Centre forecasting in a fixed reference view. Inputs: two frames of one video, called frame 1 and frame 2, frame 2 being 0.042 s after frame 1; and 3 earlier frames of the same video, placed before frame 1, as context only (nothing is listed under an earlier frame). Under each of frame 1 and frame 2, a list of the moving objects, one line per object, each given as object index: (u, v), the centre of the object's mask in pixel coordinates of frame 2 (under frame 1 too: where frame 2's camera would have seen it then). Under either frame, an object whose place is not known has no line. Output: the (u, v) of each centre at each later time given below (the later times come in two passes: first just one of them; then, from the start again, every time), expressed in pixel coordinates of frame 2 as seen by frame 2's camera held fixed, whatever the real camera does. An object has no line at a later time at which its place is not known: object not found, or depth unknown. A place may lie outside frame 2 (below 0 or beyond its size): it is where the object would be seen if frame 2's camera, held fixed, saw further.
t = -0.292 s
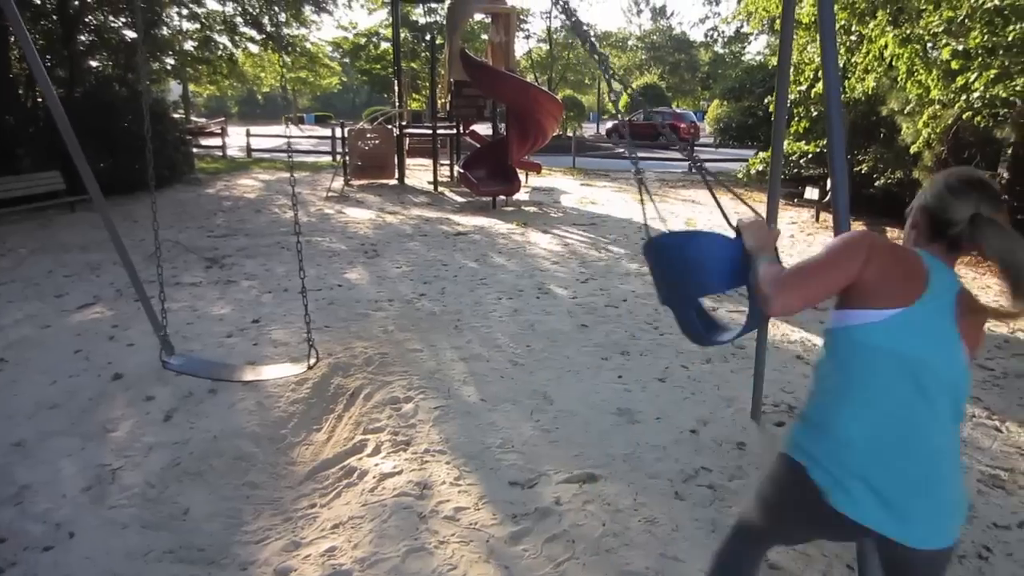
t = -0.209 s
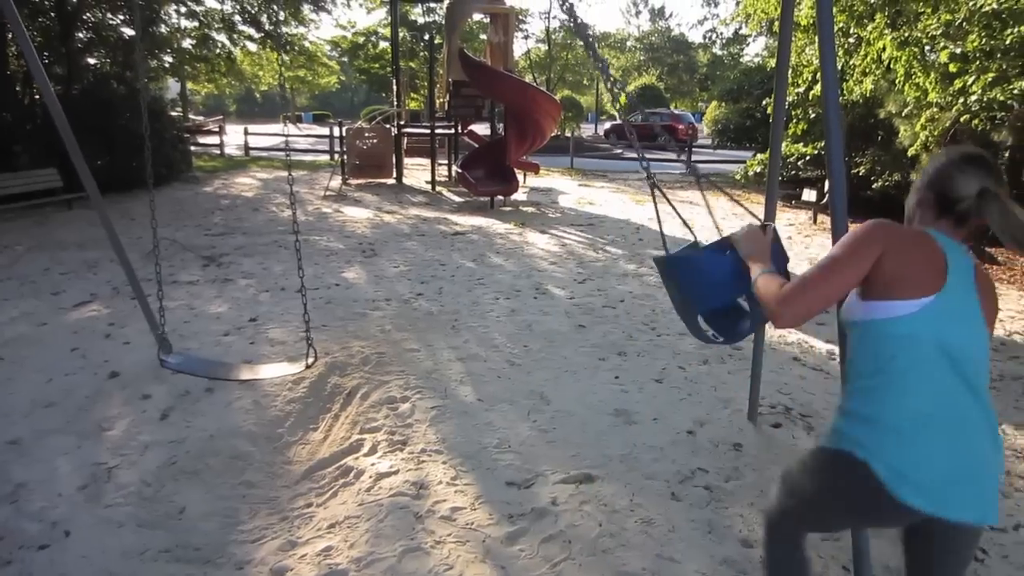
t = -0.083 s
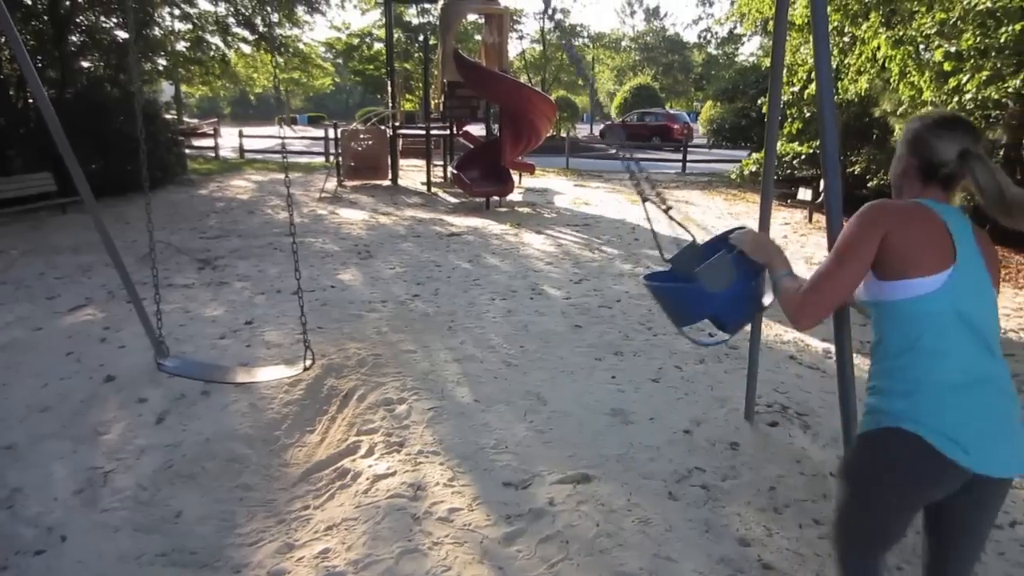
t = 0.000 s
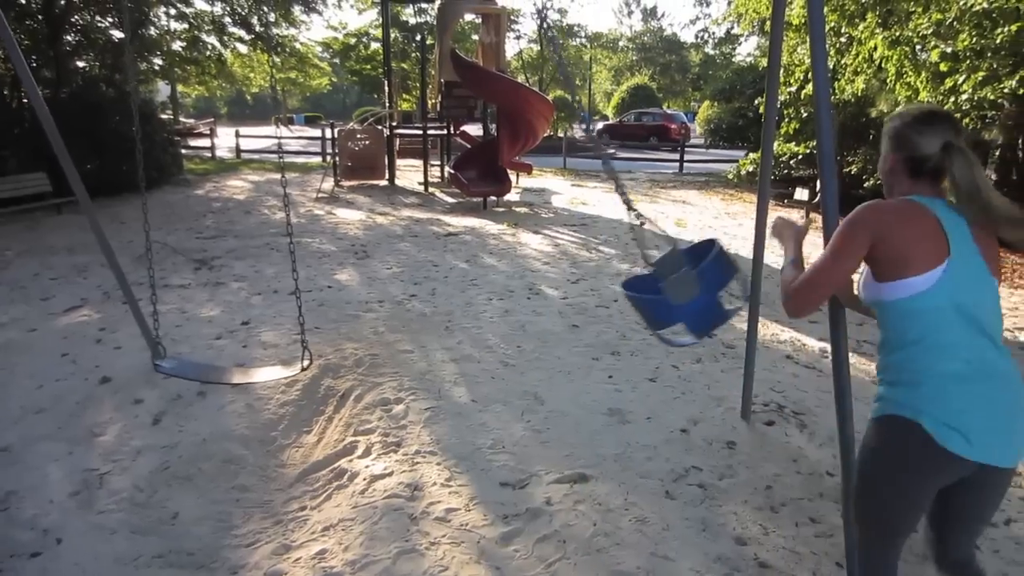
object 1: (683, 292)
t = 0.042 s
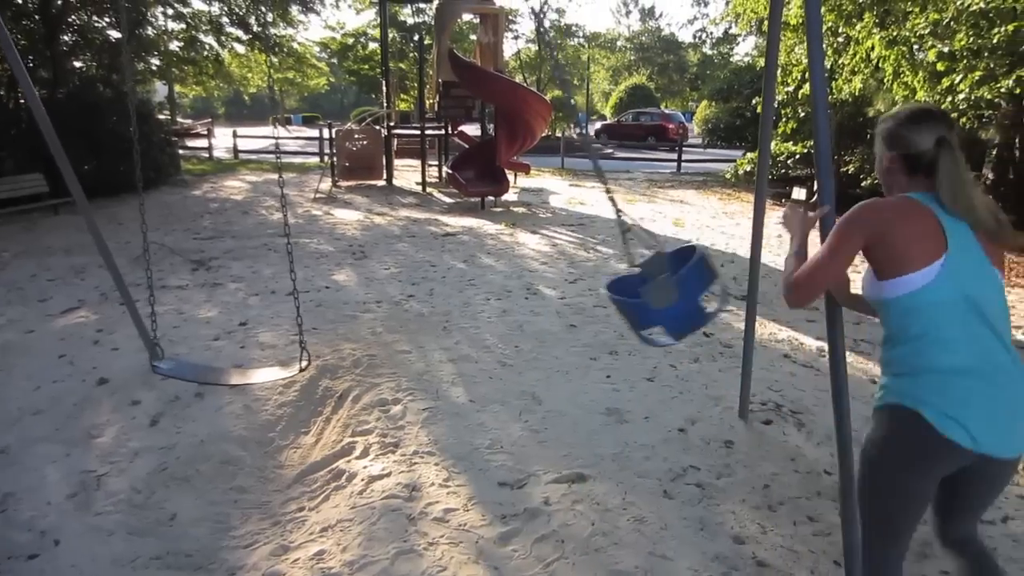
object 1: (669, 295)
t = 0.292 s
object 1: (547, 278)
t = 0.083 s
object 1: (649, 298)
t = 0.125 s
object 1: (629, 298)
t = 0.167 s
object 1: (608, 296)
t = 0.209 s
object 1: (588, 293)
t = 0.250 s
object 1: (566, 287)
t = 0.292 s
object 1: (547, 278)
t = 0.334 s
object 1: (529, 268)
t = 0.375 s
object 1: (507, 258)
